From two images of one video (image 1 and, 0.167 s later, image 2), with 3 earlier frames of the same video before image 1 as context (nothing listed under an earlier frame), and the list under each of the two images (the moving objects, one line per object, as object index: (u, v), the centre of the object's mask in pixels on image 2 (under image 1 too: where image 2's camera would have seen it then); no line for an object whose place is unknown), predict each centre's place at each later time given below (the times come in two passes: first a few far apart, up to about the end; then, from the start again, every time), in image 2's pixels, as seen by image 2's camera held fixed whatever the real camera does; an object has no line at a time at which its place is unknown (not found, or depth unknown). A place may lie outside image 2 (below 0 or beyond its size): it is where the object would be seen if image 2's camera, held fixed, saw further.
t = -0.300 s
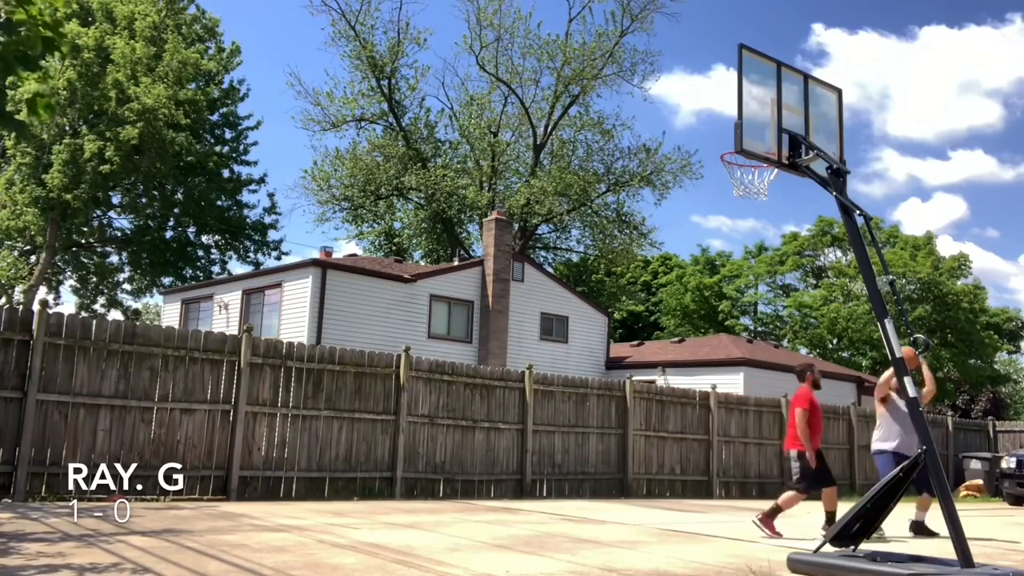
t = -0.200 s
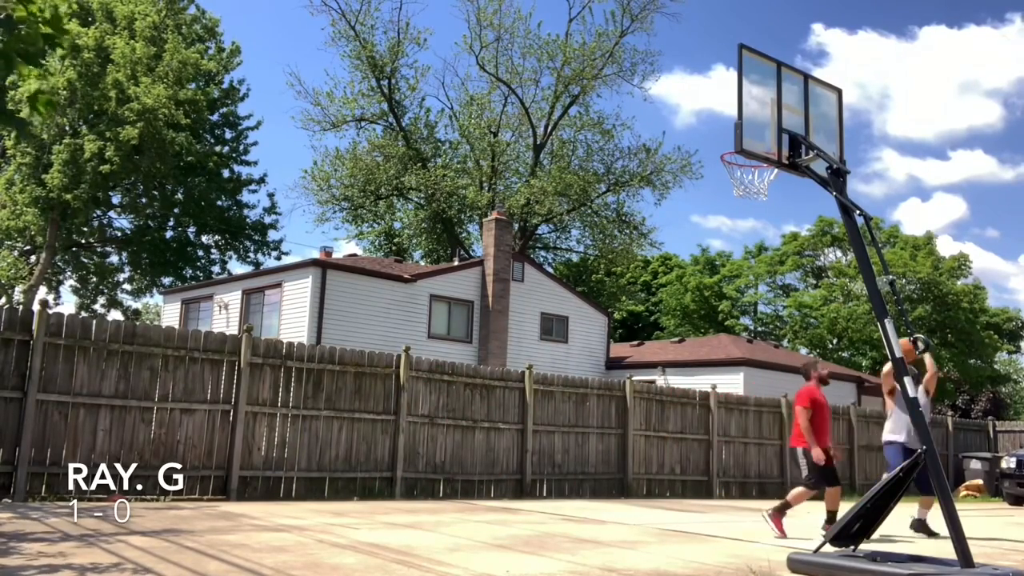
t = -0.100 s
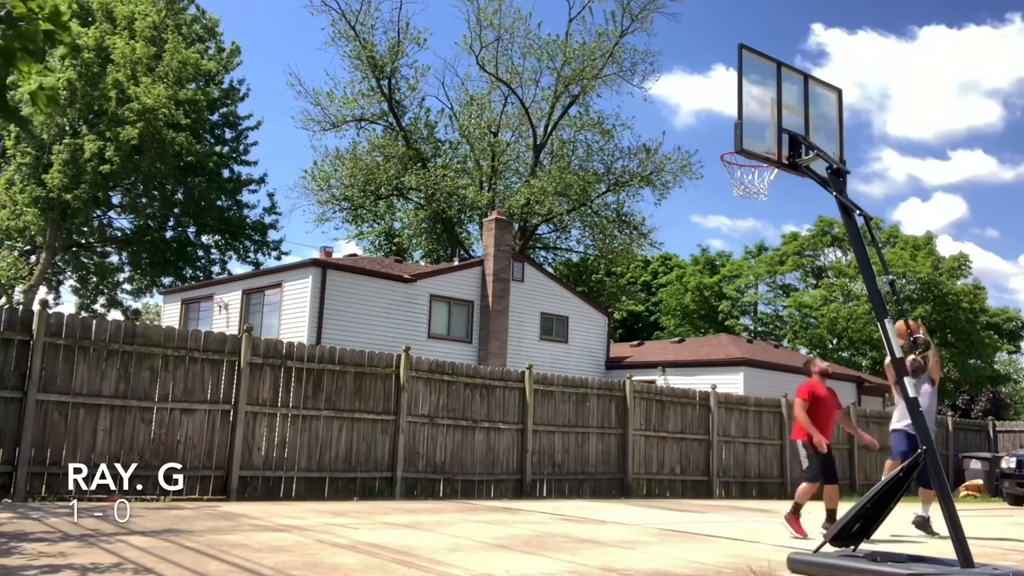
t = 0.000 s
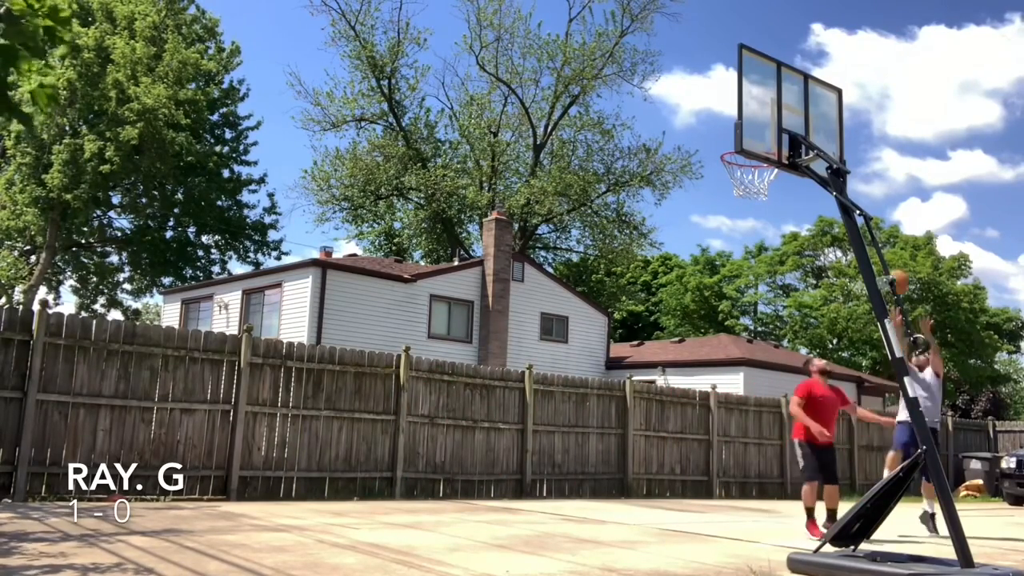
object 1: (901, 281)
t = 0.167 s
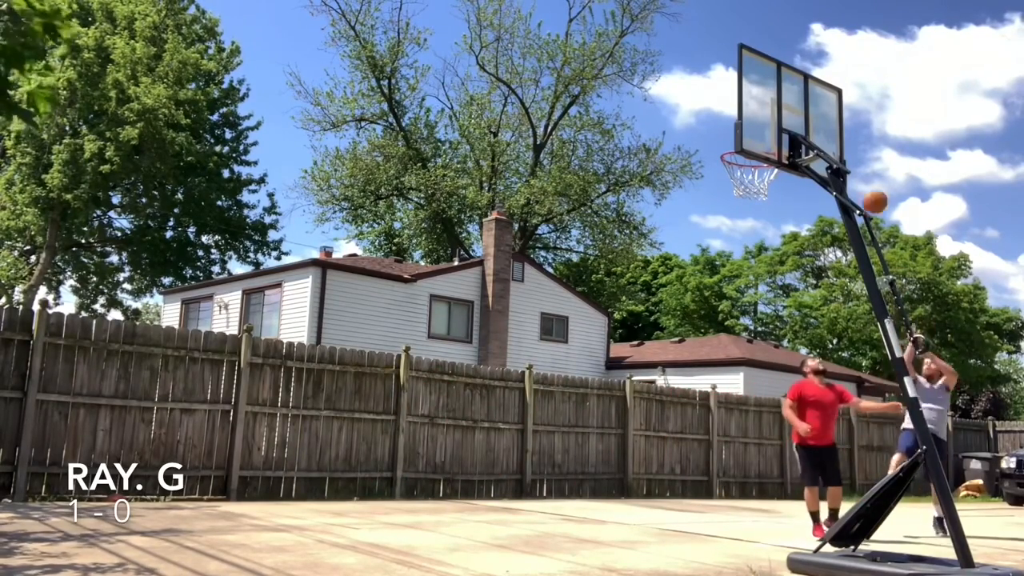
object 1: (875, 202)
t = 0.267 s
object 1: (862, 164)
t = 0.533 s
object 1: (823, 105)
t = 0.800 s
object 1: (787, 117)
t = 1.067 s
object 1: (743, 177)
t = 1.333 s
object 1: (765, 221)
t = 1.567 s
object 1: (784, 334)
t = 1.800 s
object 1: (805, 524)
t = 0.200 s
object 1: (870, 188)
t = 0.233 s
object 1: (866, 176)
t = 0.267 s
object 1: (862, 164)
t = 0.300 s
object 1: (857, 153)
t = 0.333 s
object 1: (854, 144)
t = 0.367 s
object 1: (851, 135)
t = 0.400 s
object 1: (845, 128)
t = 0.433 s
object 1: (840, 121)
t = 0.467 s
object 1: (829, 115)
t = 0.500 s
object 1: (827, 110)
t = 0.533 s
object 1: (823, 105)
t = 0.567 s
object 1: (820, 103)
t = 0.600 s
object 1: (817, 100)
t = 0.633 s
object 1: (808, 100)
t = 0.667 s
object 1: (802, 99)
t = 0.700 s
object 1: (795, 99)
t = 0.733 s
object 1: (795, 99)
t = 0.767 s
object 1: (790, 109)
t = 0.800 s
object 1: (787, 117)
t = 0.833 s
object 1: (765, 123)
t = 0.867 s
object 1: (762, 130)
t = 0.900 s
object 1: (759, 139)
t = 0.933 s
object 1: (754, 151)
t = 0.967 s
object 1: (745, 167)
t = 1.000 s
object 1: (740, 177)
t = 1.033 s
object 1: (740, 178)
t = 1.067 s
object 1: (743, 177)
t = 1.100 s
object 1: (746, 178)
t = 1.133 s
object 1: (748, 180)
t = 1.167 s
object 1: (752, 184)
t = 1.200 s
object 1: (755, 189)
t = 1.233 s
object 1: (757, 196)
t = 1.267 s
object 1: (760, 203)
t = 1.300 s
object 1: (762, 212)
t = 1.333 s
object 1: (765, 221)
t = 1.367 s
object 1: (768, 233)
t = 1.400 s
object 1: (770, 247)
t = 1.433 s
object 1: (773, 261)
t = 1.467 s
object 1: (776, 277)
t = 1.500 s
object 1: (779, 295)
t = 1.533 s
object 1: (781, 314)
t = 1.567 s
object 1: (784, 334)
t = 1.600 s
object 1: (787, 356)
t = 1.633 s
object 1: (789, 379)
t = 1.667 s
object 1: (792, 405)
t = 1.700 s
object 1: (795, 432)
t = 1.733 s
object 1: (799, 460)
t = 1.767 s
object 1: (802, 491)
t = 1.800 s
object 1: (805, 524)
